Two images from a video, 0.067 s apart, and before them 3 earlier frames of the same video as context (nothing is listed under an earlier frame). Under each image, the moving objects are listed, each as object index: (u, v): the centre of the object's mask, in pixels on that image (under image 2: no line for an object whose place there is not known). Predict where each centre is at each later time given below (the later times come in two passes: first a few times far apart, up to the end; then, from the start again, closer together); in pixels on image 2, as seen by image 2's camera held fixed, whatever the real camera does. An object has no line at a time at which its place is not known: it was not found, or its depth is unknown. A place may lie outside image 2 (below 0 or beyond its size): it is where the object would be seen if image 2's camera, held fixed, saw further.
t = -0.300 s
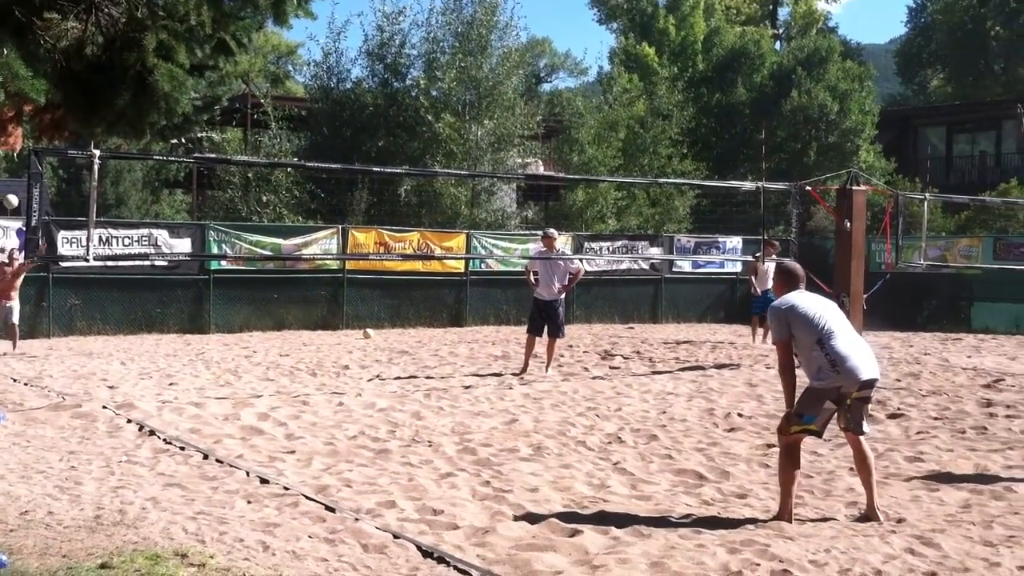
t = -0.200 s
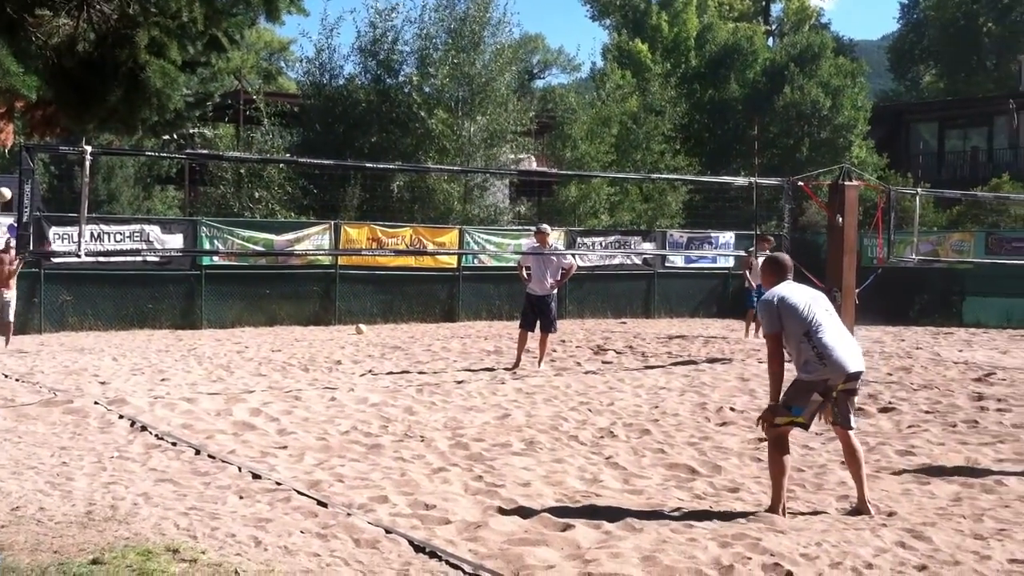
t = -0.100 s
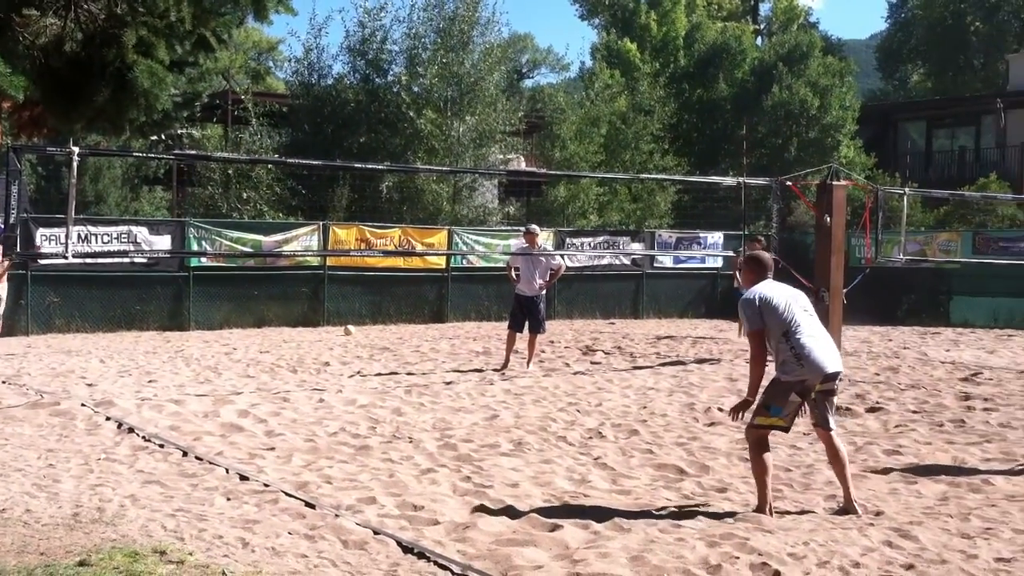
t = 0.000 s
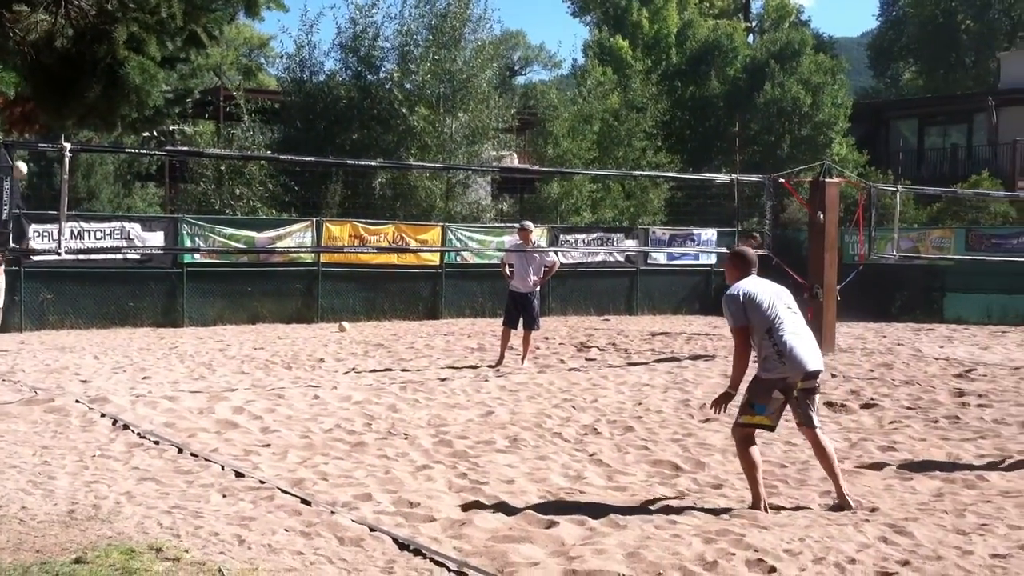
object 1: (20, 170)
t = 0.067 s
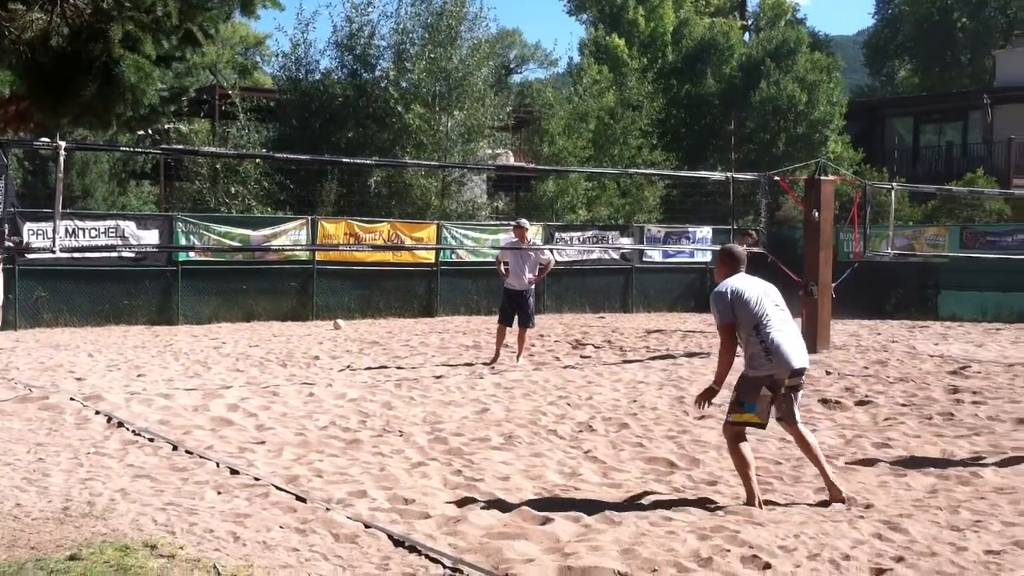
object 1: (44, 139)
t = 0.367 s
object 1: (198, 71)
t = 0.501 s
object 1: (277, 59)
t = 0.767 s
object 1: (480, 77)
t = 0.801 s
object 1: (507, 84)
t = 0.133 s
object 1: (76, 127)
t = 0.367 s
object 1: (198, 71)
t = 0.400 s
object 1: (214, 70)
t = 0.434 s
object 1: (235, 65)
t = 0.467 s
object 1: (255, 61)
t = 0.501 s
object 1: (277, 59)
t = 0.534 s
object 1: (299, 58)
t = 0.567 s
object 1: (324, 57)
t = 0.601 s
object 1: (348, 56)
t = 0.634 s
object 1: (372, 59)
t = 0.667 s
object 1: (398, 62)
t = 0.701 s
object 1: (425, 64)
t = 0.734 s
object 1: (452, 71)
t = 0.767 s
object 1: (480, 77)
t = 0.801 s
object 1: (507, 84)
